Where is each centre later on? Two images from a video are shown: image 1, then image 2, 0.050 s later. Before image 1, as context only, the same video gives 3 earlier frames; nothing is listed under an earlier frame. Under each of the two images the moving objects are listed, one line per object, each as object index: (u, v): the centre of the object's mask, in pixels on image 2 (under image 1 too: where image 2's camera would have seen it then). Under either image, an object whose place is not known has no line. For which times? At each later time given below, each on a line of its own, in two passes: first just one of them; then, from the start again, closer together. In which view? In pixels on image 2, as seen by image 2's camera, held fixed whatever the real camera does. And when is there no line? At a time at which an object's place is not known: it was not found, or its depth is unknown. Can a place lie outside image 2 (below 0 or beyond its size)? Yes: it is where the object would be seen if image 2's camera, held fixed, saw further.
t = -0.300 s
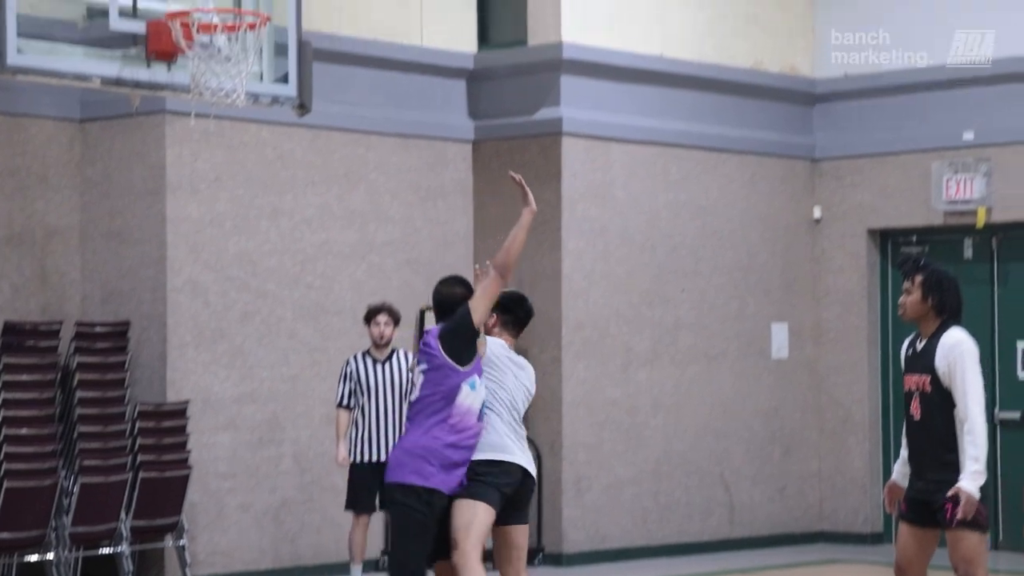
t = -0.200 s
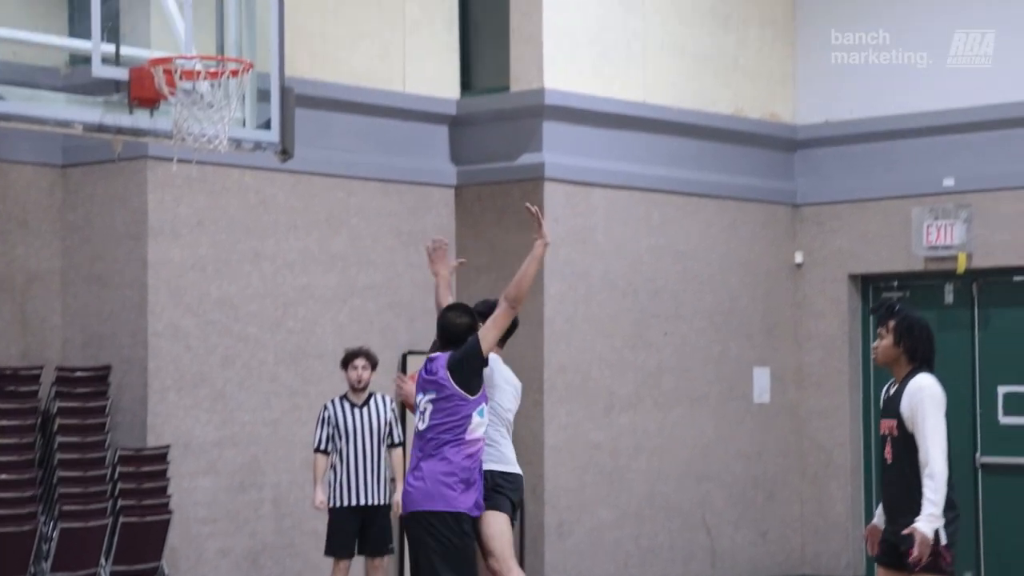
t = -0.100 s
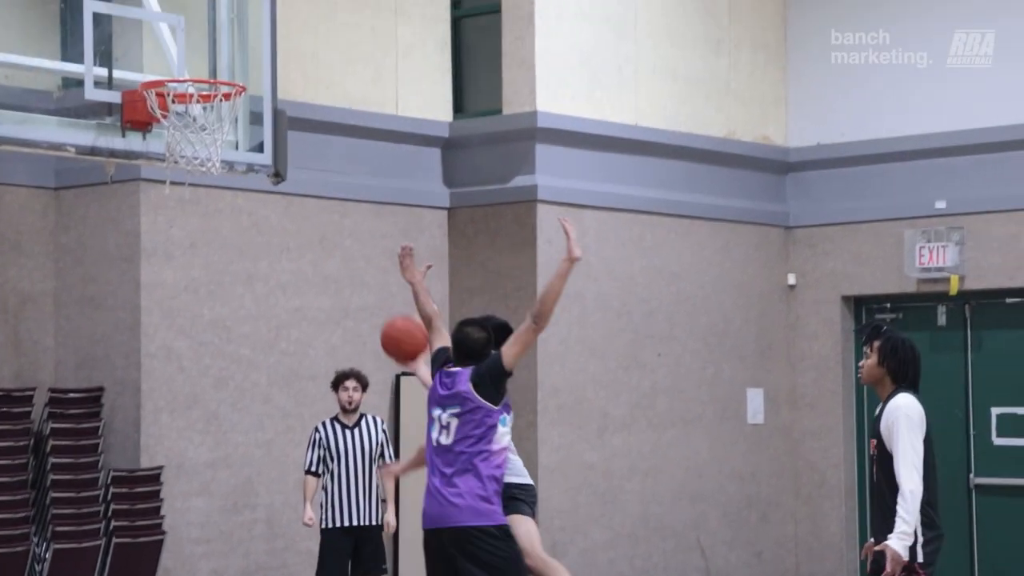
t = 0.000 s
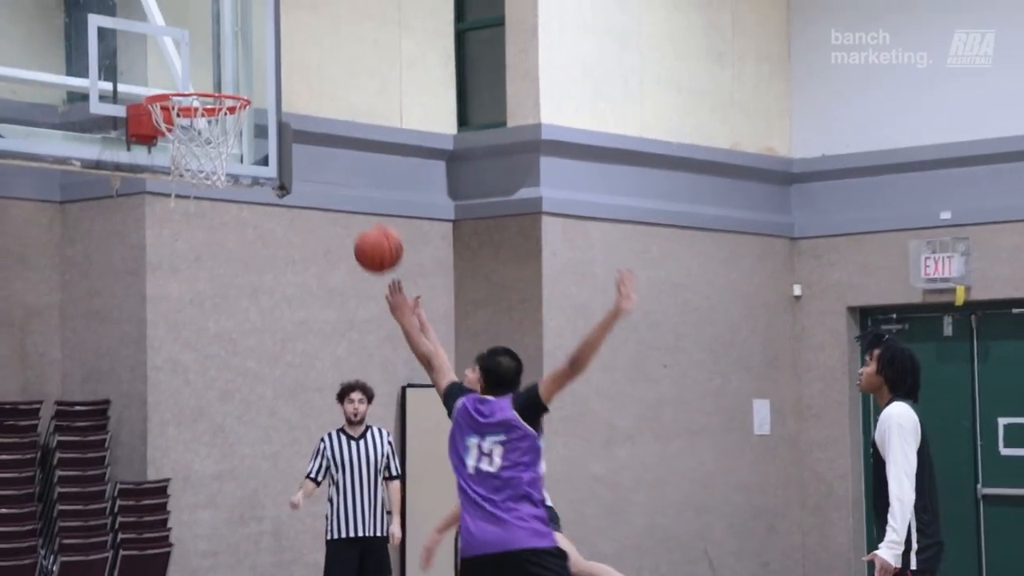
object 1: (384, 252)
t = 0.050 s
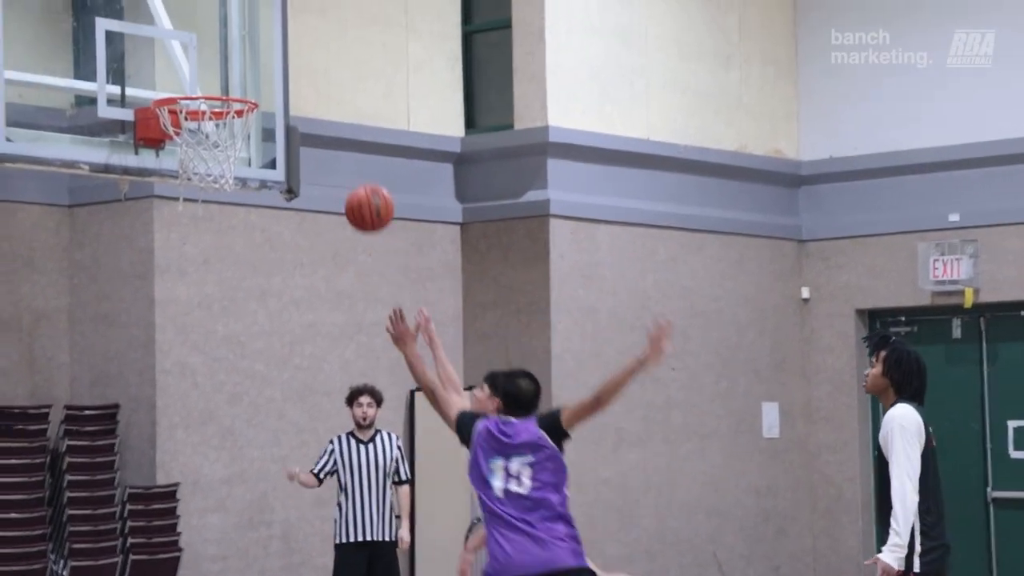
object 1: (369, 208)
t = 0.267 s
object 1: (295, 73)
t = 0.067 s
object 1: (364, 195)
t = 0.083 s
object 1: (358, 182)
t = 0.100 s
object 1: (352, 169)
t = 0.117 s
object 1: (346, 157)
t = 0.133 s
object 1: (341, 146)
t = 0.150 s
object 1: (335, 134)
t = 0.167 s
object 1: (330, 124)
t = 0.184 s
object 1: (324, 114)
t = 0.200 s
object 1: (318, 105)
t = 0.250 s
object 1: (301, 80)
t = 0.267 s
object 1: (295, 73)
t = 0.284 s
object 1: (289, 66)
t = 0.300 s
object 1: (283, 60)
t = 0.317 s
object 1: (278, 55)
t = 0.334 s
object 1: (272, 50)
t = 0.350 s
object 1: (266, 46)
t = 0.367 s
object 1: (261, 42)
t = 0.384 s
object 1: (255, 39)
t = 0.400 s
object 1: (249, 36)
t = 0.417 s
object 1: (243, 34)
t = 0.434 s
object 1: (238, 33)
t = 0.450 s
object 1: (237, 29)
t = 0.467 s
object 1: (236, 26)
